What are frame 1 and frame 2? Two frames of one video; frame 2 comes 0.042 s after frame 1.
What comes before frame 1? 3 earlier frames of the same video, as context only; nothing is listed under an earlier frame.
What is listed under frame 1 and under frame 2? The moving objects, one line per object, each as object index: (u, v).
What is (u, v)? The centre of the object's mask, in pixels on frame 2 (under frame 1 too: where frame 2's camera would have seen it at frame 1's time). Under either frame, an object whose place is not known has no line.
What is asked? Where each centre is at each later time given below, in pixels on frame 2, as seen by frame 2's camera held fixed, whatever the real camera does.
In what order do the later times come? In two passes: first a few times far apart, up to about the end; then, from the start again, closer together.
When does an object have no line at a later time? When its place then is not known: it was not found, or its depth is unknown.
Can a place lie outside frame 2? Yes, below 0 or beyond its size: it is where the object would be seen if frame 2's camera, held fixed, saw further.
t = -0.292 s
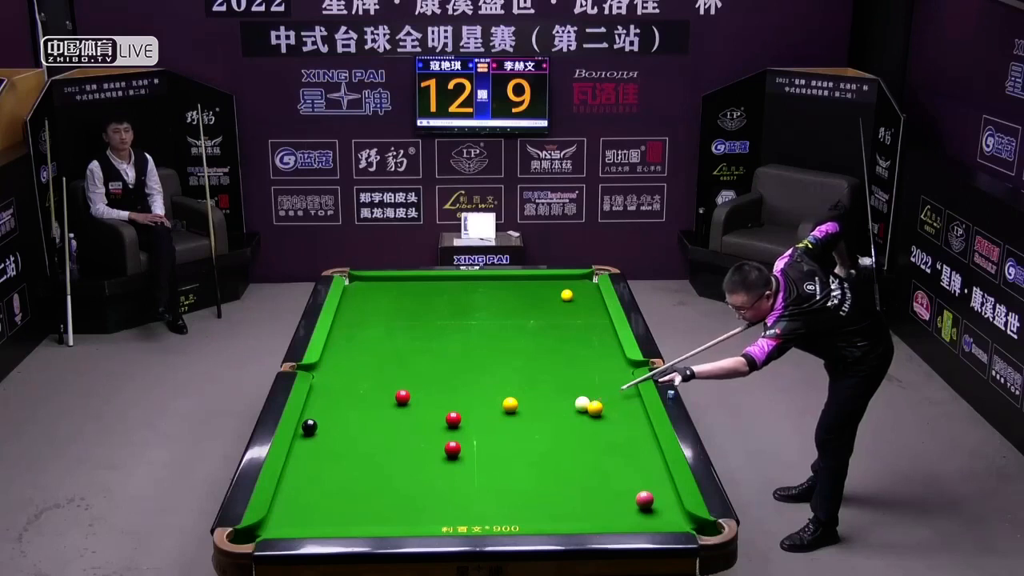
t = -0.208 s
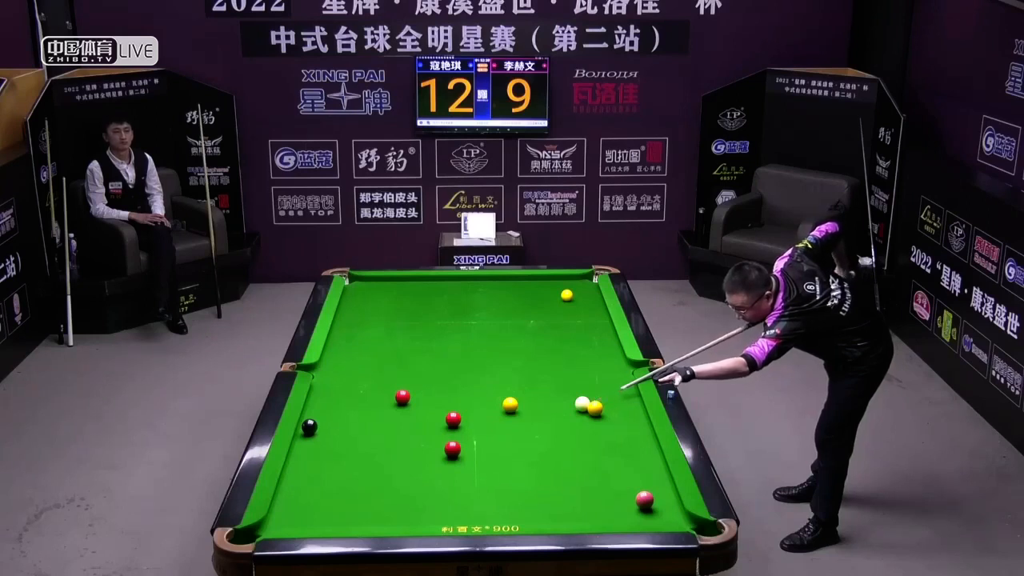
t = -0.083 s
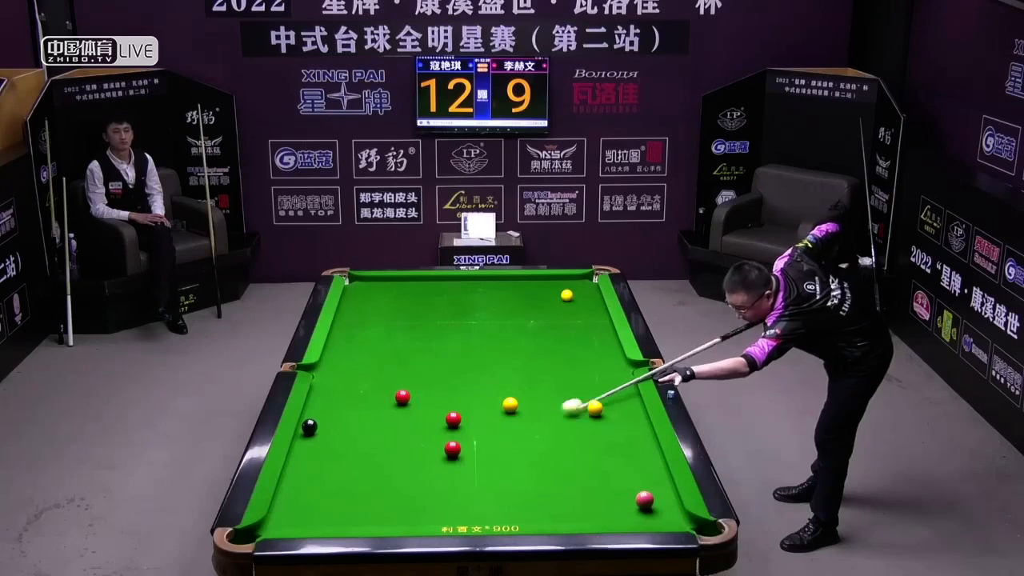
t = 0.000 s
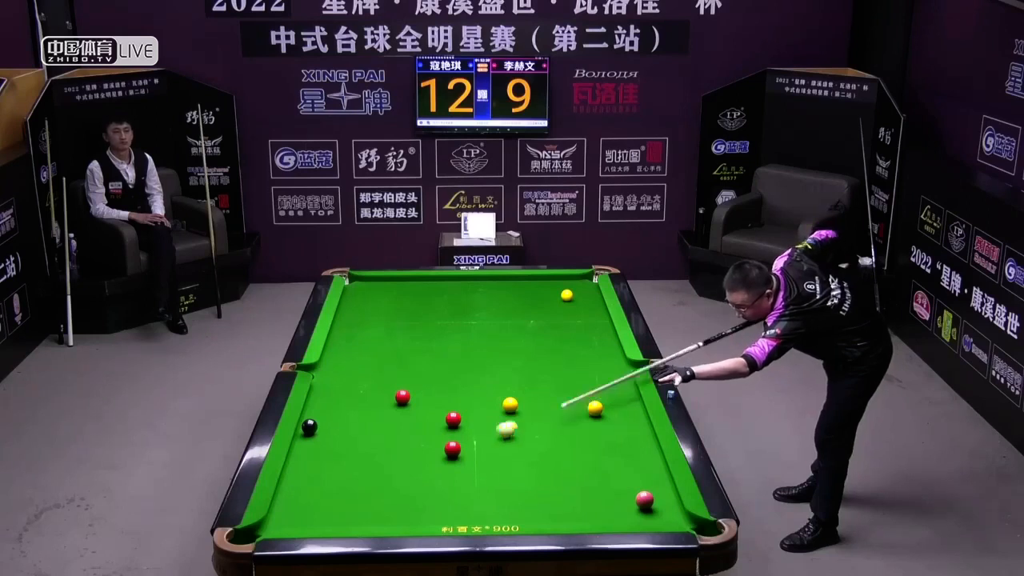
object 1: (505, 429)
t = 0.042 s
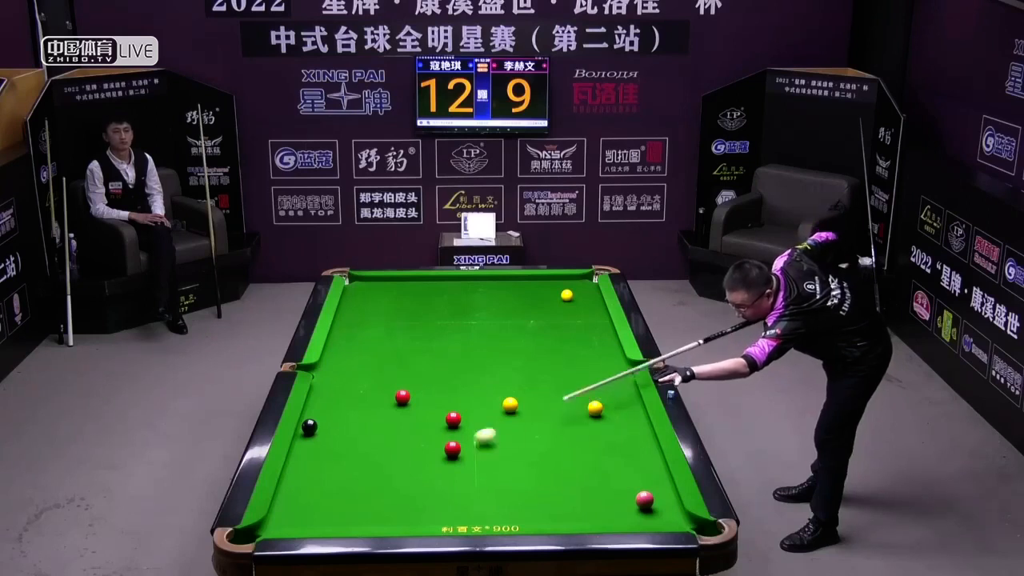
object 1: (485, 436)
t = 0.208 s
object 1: (462, 441)
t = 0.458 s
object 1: (468, 434)
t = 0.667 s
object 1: (473, 428)
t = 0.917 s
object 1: (478, 422)
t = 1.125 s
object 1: (482, 417)
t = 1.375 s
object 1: (486, 412)
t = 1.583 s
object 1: (488, 409)
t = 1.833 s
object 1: (492, 405)
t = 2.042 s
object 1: (494, 402)
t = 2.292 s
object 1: (496, 400)
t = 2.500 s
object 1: (497, 397)
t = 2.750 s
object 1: (498, 396)
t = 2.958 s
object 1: (498, 395)
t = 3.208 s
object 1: (499, 394)
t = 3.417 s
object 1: (499, 394)
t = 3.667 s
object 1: (500, 394)
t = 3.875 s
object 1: (500, 394)
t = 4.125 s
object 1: (500, 394)
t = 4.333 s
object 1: (500, 394)
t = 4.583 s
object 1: (500, 394)
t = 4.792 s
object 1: (500, 394)
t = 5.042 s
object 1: (500, 394)
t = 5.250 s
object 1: (500, 394)
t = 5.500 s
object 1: (500, 394)
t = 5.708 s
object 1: (500, 394)
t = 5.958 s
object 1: (500, 394)
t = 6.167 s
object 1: (500, 394)
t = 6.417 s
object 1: (500, 394)
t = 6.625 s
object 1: (500, 394)
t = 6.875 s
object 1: (500, 394)
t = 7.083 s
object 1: (500, 394)
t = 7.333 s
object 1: (500, 394)
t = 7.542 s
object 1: (500, 394)
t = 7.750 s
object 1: (500, 394)
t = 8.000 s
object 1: (500, 394)
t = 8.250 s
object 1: (500, 394)
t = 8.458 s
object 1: (500, 394)
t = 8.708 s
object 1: (500, 394)
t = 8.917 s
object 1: (500, 394)
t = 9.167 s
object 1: (500, 394)
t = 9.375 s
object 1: (500, 394)
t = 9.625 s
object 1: (500, 394)
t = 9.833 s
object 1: (500, 394)
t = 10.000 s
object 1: (500, 394)
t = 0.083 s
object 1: (466, 443)
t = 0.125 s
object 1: (463, 444)
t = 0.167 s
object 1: (462, 442)
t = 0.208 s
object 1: (462, 441)
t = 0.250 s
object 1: (463, 439)
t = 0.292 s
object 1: (465, 438)
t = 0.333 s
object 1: (465, 438)
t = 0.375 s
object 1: (466, 436)
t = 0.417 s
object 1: (468, 435)
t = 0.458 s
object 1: (468, 434)
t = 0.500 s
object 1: (469, 432)
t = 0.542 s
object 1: (470, 432)
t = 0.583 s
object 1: (471, 431)
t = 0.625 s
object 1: (472, 429)
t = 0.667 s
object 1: (473, 428)
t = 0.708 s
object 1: (474, 427)
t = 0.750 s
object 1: (474, 426)
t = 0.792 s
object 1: (475, 426)
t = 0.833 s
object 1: (476, 424)
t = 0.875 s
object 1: (477, 423)
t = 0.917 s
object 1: (478, 422)
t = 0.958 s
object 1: (479, 421)
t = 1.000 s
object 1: (480, 419)
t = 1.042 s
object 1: (481, 418)
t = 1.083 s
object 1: (482, 418)
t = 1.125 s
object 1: (482, 417)
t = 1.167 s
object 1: (483, 416)
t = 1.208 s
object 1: (484, 415)
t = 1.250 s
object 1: (484, 414)
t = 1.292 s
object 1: (485, 413)
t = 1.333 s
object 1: (485, 413)
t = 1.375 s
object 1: (486, 412)
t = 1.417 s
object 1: (486, 411)
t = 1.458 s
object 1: (487, 411)
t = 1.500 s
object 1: (488, 410)
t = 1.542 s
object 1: (488, 410)
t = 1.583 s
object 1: (488, 409)
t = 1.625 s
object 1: (489, 408)
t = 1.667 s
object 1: (490, 407)
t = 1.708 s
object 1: (490, 407)
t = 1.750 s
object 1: (491, 406)
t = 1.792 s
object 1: (491, 406)
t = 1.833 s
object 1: (492, 405)
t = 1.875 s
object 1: (492, 404)
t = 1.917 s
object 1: (492, 404)
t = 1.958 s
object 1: (493, 404)
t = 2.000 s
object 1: (494, 402)
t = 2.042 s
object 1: (494, 402)
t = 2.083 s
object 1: (494, 402)
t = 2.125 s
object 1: (494, 401)
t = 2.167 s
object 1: (495, 401)
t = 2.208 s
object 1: (495, 400)
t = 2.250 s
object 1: (496, 400)
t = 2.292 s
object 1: (496, 400)
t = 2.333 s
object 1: (496, 399)
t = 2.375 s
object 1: (496, 399)
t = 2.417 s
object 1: (496, 398)
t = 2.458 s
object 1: (497, 398)
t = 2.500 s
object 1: (497, 397)
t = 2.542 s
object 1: (497, 397)
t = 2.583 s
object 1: (497, 397)
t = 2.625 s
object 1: (498, 397)
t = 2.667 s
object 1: (498, 396)
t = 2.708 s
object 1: (498, 396)
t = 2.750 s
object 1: (498, 396)
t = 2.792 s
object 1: (498, 396)
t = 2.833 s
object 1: (498, 395)
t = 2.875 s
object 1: (498, 395)
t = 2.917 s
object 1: (498, 395)
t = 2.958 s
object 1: (498, 395)
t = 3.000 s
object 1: (498, 395)
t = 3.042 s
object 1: (498, 394)
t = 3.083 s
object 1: (499, 394)
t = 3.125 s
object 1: (499, 394)
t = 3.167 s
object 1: (499, 394)
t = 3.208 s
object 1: (499, 394)
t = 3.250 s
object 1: (499, 394)
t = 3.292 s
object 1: (499, 394)
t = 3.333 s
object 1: (499, 394)
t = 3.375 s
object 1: (499, 394)
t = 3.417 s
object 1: (499, 394)
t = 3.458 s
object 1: (500, 394)
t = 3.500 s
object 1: (500, 394)
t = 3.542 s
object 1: (500, 394)
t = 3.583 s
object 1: (500, 394)
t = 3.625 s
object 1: (500, 394)
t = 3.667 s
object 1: (500, 394)
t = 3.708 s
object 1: (500, 394)
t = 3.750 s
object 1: (500, 394)
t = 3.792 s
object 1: (500, 394)
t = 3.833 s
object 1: (500, 394)
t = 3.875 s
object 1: (500, 394)
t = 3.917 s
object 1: (500, 394)
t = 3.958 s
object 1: (500, 394)
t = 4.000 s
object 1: (500, 394)
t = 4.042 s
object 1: (500, 394)
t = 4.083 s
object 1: (500, 394)
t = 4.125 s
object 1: (500, 394)
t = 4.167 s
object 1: (500, 394)
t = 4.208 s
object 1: (500, 394)
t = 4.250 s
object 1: (500, 394)
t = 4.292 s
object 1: (500, 394)
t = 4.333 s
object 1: (500, 394)
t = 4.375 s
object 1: (500, 394)
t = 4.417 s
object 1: (500, 394)
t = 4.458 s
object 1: (500, 394)
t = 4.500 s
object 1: (500, 394)
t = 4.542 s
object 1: (500, 394)
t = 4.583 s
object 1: (500, 394)
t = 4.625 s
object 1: (500, 394)
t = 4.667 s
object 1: (500, 394)
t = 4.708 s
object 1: (500, 394)
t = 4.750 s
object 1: (500, 394)
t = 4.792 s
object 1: (500, 394)
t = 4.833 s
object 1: (500, 394)
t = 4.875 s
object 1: (500, 394)
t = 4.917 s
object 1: (500, 394)
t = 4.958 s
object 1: (500, 394)
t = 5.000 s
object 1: (500, 394)
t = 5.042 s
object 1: (500, 394)
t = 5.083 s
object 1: (500, 394)
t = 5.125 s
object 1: (500, 394)
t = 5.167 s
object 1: (500, 394)
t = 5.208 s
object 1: (500, 394)
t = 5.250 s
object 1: (500, 394)
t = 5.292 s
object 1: (500, 394)
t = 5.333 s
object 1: (500, 394)
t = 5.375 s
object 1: (500, 394)
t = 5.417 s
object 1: (500, 394)
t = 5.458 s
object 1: (500, 394)
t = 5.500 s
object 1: (500, 394)
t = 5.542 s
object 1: (500, 394)
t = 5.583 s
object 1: (500, 394)
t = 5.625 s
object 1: (500, 394)
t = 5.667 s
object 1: (500, 394)
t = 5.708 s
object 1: (500, 394)
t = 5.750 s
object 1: (500, 394)
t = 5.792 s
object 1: (500, 394)
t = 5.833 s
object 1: (500, 394)
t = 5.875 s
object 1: (500, 394)
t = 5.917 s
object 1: (500, 394)
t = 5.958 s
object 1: (500, 394)
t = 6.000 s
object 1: (500, 394)
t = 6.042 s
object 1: (500, 394)
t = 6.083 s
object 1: (500, 394)
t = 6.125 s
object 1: (500, 394)
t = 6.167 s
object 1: (500, 394)
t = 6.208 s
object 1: (500, 394)
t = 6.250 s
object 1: (500, 394)
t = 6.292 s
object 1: (500, 394)
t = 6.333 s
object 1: (500, 394)
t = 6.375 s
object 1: (500, 394)
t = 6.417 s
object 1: (500, 394)
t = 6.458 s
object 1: (500, 394)
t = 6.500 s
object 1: (500, 394)
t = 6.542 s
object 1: (500, 394)
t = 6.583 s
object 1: (500, 394)
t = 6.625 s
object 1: (500, 394)
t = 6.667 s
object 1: (500, 394)
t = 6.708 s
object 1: (500, 394)
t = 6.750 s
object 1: (500, 394)
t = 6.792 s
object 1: (500, 394)
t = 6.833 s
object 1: (500, 394)
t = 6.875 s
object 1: (500, 394)
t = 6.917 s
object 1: (500, 394)
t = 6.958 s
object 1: (500, 394)
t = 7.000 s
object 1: (500, 394)
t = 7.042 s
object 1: (500, 394)
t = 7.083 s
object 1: (500, 394)
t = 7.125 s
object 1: (500, 394)
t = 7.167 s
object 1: (500, 394)
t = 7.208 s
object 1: (500, 394)
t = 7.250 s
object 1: (500, 394)
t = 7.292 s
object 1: (500, 394)
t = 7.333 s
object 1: (500, 394)
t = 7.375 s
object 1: (500, 394)
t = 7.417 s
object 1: (500, 394)
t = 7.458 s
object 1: (500, 394)
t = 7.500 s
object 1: (500, 394)
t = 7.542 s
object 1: (500, 394)
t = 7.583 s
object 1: (500, 394)
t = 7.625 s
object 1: (500, 394)
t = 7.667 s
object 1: (500, 394)
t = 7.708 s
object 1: (500, 394)
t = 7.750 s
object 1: (500, 394)
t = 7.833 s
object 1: (500, 394)
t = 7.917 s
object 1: (500, 394)
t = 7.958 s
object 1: (500, 394)
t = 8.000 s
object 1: (500, 394)
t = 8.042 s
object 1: (500, 394)
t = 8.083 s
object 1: (500, 394)
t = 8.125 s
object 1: (500, 394)
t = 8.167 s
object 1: (500, 394)
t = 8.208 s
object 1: (500, 394)
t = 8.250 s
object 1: (500, 394)
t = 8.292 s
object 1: (500, 394)
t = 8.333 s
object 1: (500, 394)
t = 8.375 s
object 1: (500, 394)
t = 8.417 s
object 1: (500, 394)
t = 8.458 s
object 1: (500, 394)
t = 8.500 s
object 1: (500, 394)
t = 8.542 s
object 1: (500, 394)
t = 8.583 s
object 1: (500, 394)
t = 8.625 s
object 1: (500, 394)
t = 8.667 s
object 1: (500, 394)
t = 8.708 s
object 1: (500, 394)
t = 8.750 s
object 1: (500, 394)
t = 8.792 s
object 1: (500, 394)
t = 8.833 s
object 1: (500, 394)
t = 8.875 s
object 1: (500, 394)
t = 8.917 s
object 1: (500, 394)
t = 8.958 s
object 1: (500, 394)
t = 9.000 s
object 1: (500, 394)
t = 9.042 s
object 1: (500, 394)
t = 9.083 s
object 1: (500, 394)
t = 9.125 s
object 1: (500, 394)
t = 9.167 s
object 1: (500, 394)
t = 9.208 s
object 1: (500, 394)
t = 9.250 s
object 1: (500, 394)
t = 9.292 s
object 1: (500, 394)
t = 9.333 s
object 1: (500, 394)
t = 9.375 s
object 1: (500, 394)
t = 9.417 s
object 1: (500, 394)
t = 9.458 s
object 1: (500, 394)
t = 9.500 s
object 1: (500, 394)
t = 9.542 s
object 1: (500, 394)
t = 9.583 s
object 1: (500, 394)
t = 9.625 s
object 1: (500, 394)
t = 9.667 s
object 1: (500, 394)
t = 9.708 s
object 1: (500, 394)
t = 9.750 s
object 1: (500, 394)
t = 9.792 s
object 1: (500, 394)
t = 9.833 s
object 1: (500, 394)
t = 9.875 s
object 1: (500, 394)
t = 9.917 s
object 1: (500, 394)
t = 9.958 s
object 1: (500, 394)
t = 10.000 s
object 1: (500, 394)
